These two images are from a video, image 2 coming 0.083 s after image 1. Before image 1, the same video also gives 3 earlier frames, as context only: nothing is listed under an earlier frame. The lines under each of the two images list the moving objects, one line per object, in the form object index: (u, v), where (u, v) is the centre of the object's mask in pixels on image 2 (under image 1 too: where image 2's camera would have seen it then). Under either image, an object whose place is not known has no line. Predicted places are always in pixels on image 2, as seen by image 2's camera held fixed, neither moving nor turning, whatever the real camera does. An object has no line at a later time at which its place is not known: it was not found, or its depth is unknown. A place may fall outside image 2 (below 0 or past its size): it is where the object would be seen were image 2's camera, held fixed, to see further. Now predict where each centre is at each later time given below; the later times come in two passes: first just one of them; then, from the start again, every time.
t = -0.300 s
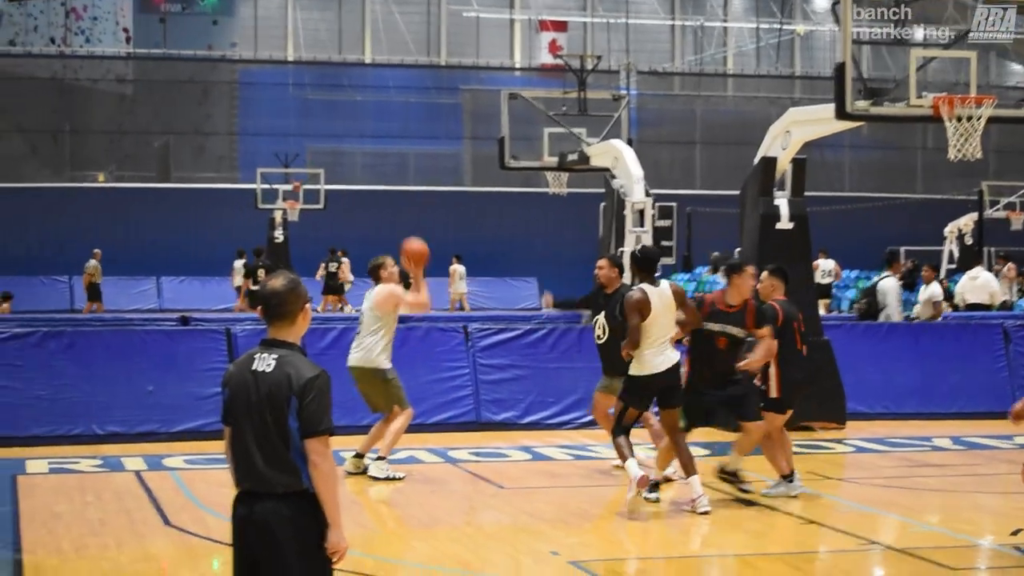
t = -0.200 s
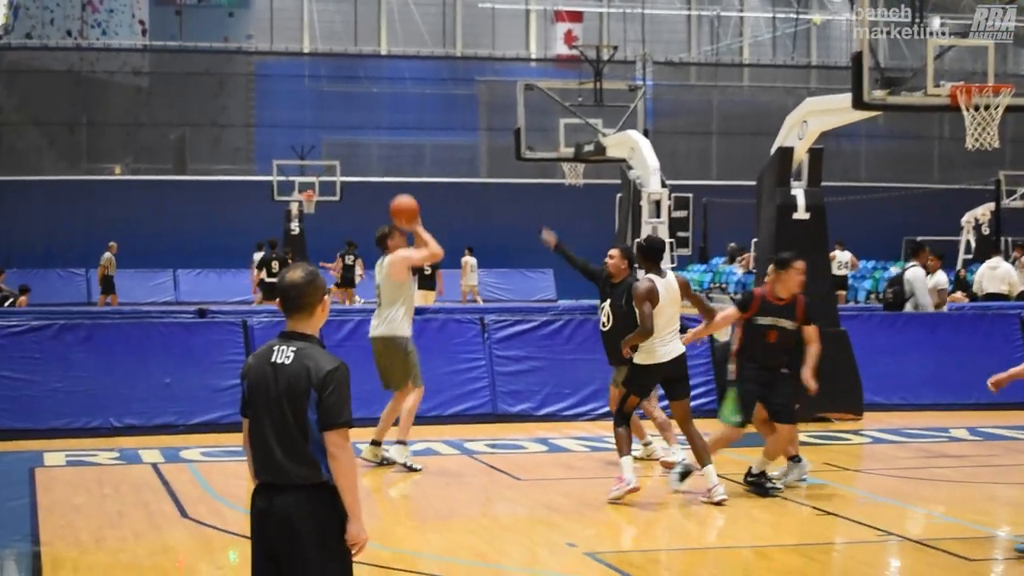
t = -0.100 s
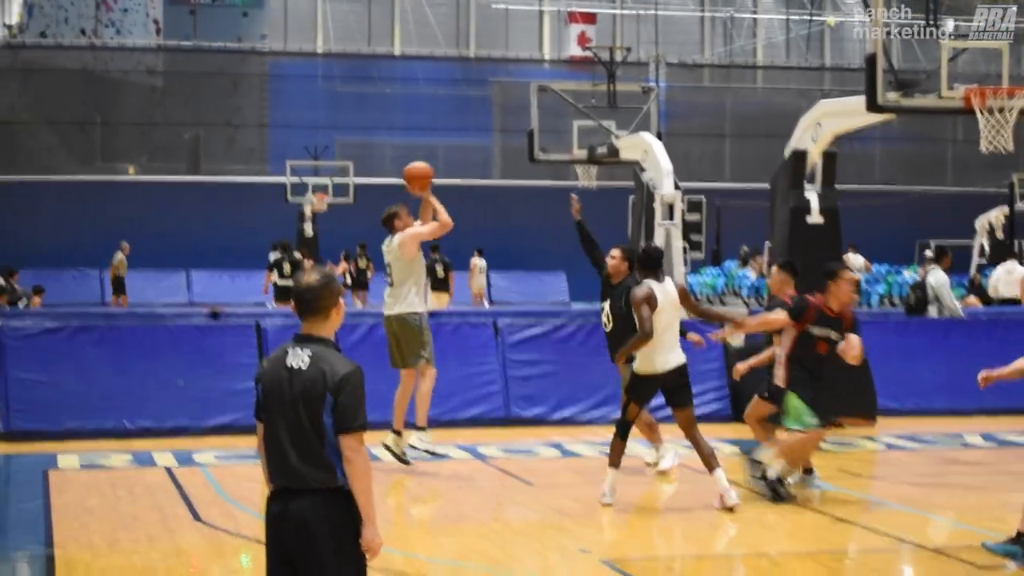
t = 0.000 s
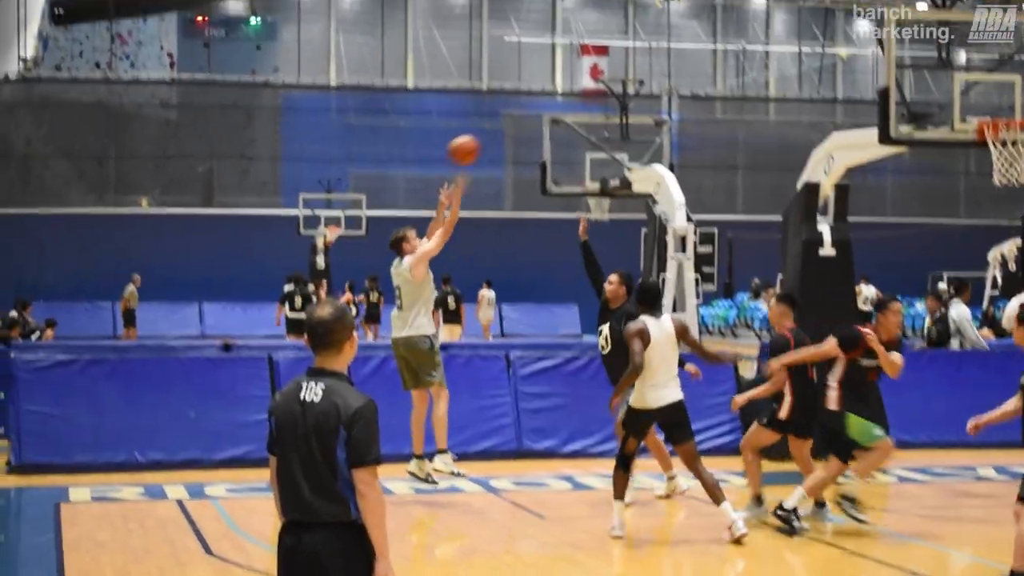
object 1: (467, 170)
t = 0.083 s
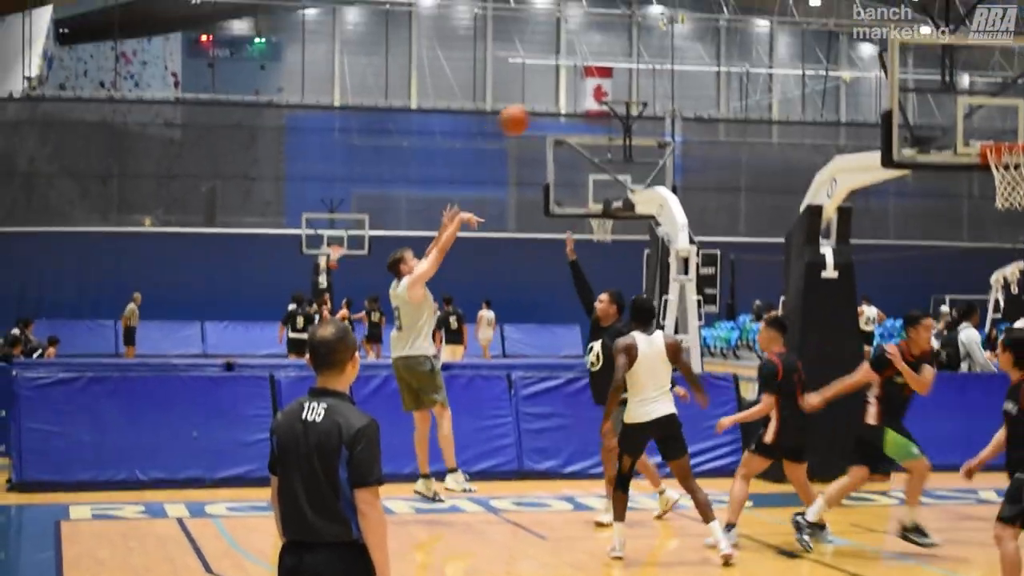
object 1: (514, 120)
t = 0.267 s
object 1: (615, 40)
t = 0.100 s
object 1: (524, 111)
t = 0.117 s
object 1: (532, 102)
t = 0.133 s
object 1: (542, 94)
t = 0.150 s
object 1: (552, 86)
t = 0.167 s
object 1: (561, 79)
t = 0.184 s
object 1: (570, 72)
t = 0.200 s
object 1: (580, 66)
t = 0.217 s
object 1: (588, 60)
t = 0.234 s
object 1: (597, 52)
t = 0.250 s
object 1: (606, 46)
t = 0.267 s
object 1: (615, 40)
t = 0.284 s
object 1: (624, 35)
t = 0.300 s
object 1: (633, 30)
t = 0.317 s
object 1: (642, 25)
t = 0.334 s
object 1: (651, 21)
